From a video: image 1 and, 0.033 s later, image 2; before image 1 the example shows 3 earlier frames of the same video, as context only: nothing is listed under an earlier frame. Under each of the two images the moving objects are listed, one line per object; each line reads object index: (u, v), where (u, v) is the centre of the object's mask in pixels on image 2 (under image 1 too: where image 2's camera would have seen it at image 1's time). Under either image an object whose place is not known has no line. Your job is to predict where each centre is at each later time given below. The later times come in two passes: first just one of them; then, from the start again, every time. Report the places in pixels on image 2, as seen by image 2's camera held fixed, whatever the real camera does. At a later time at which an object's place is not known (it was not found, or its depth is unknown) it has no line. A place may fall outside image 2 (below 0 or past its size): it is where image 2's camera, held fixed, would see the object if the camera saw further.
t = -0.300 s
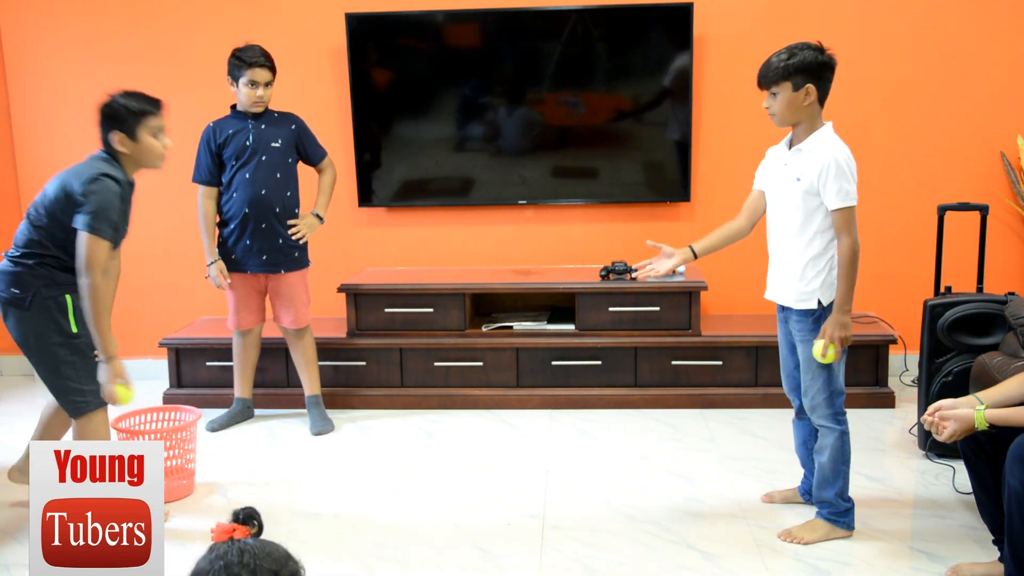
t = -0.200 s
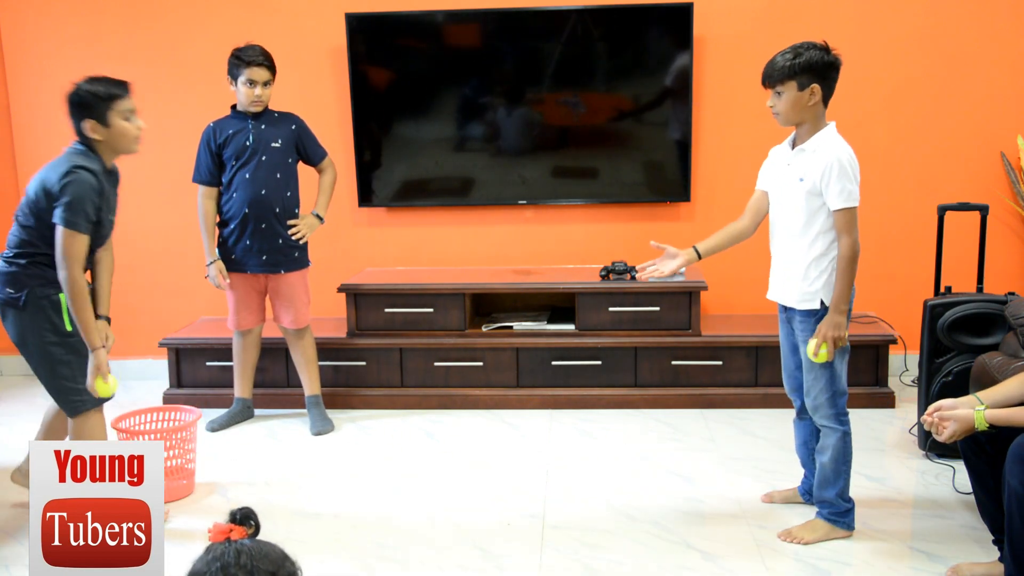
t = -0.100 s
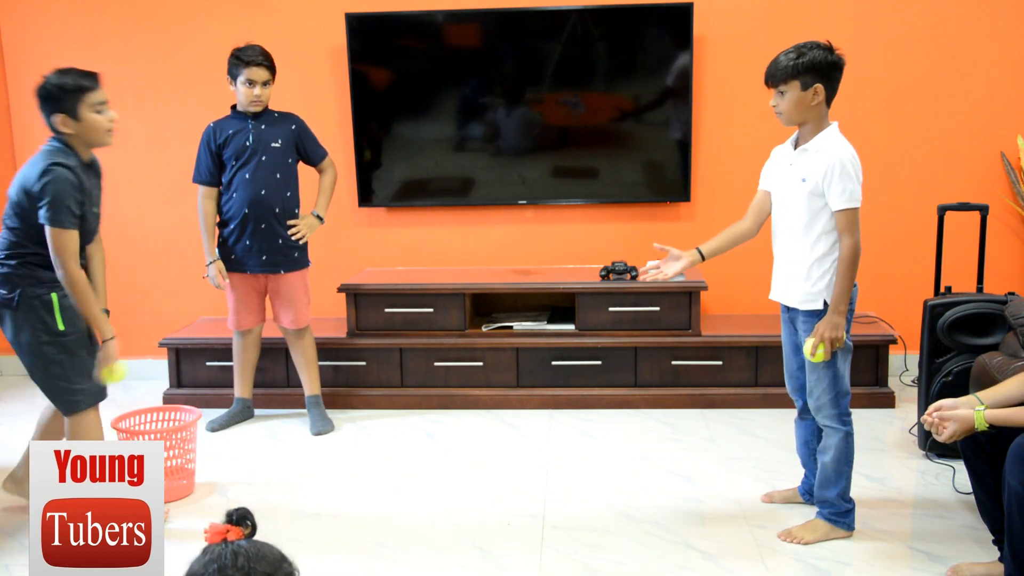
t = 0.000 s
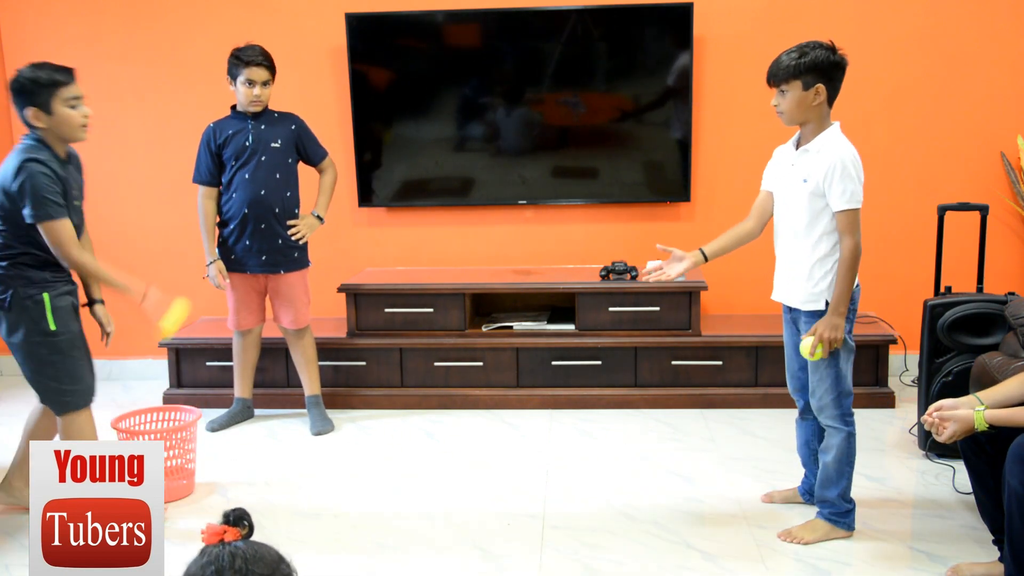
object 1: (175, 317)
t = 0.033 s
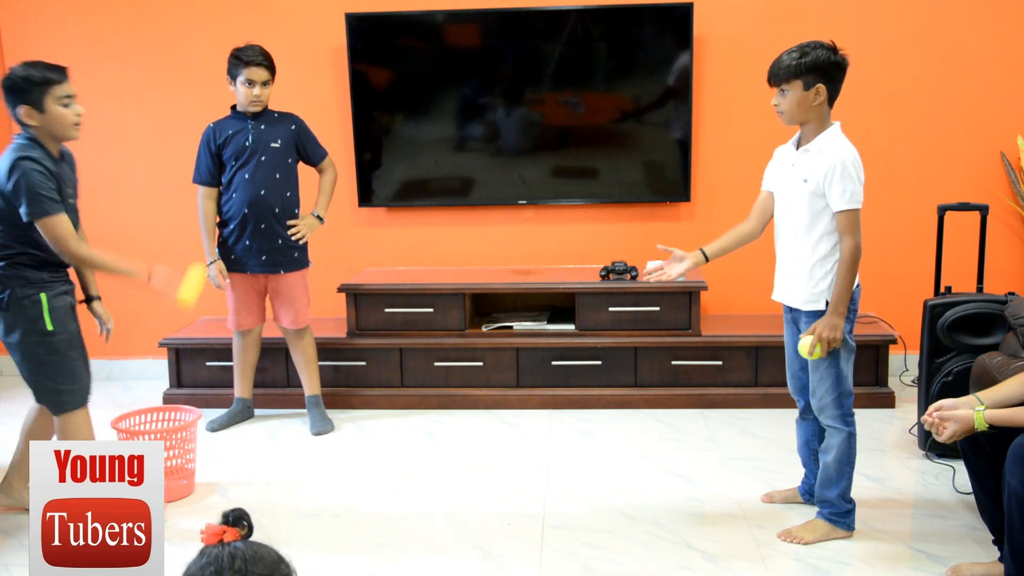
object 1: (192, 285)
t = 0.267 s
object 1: (298, 108)
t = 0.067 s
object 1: (207, 250)
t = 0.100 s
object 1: (221, 219)
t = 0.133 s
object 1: (235, 191)
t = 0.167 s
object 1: (250, 164)
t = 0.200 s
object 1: (266, 142)
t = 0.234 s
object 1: (281, 123)
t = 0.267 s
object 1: (298, 108)
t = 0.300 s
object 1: (315, 96)
